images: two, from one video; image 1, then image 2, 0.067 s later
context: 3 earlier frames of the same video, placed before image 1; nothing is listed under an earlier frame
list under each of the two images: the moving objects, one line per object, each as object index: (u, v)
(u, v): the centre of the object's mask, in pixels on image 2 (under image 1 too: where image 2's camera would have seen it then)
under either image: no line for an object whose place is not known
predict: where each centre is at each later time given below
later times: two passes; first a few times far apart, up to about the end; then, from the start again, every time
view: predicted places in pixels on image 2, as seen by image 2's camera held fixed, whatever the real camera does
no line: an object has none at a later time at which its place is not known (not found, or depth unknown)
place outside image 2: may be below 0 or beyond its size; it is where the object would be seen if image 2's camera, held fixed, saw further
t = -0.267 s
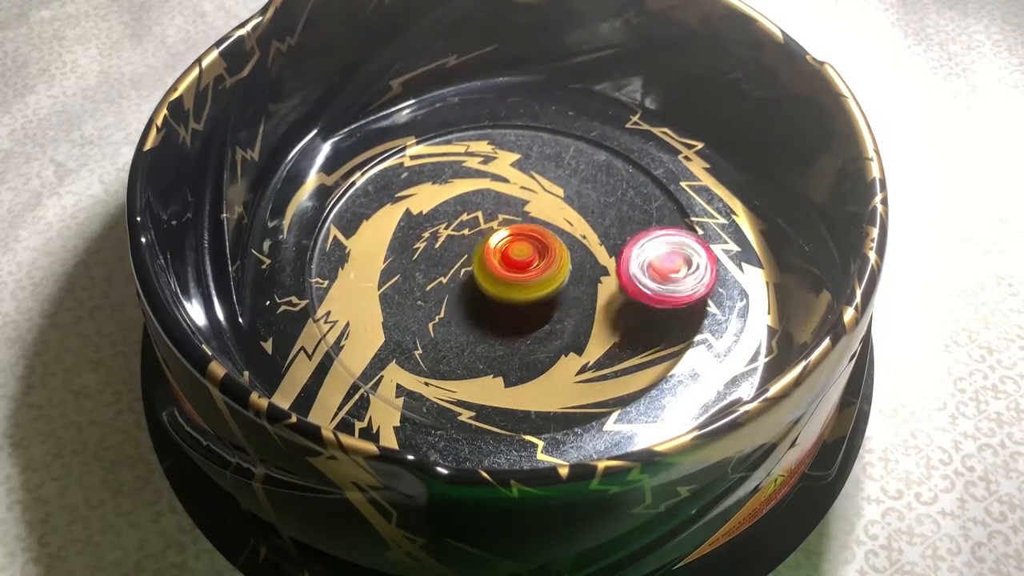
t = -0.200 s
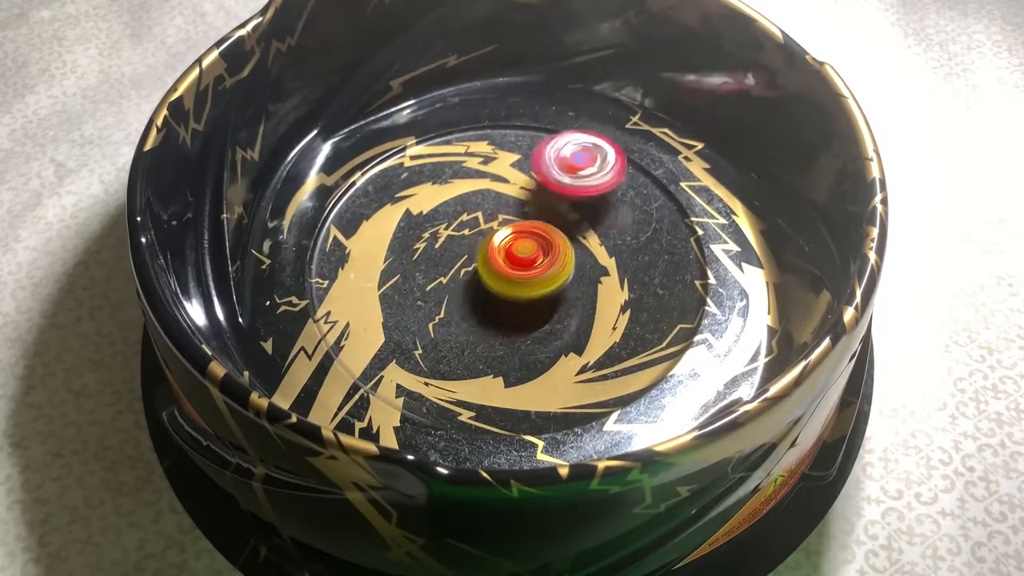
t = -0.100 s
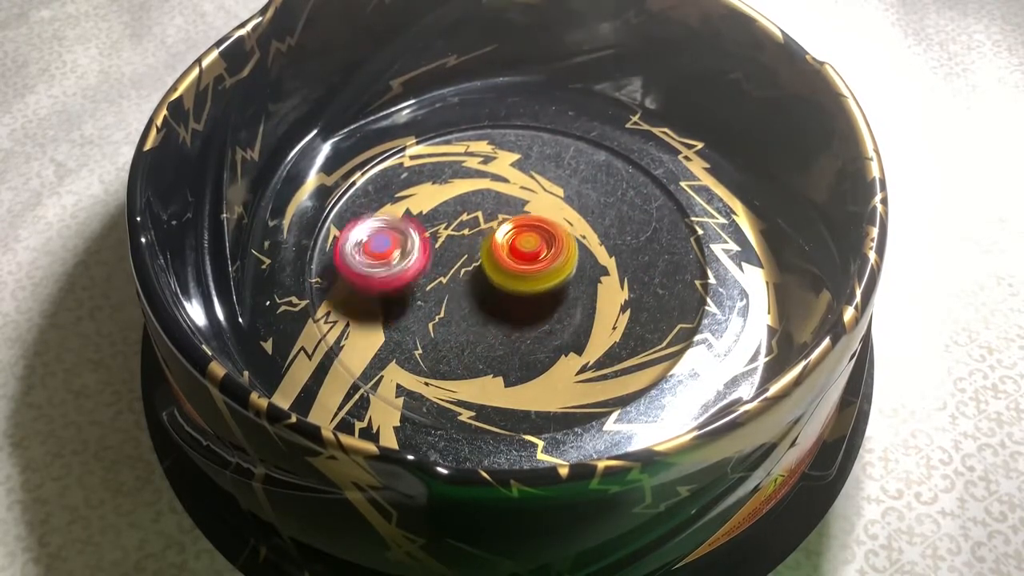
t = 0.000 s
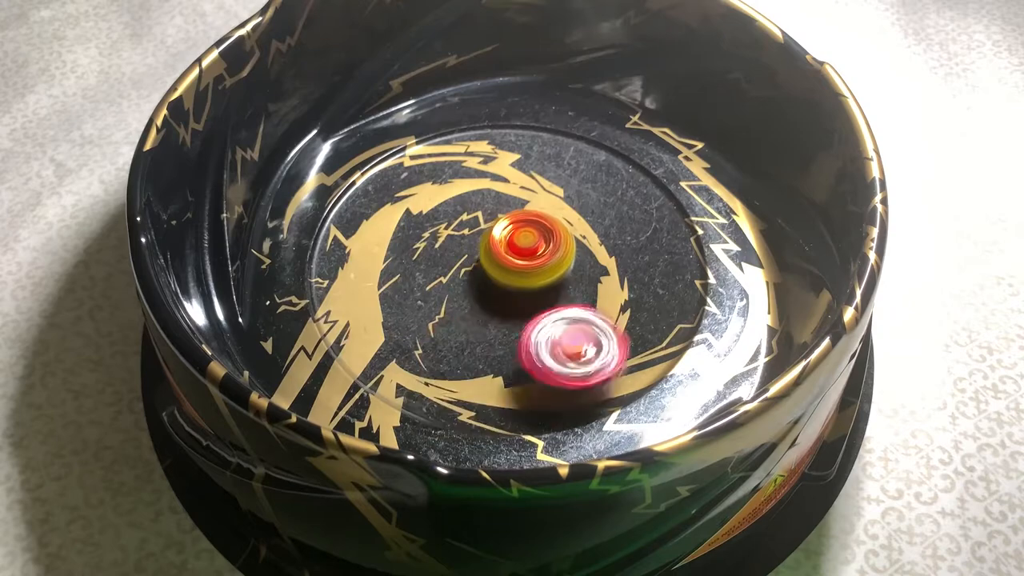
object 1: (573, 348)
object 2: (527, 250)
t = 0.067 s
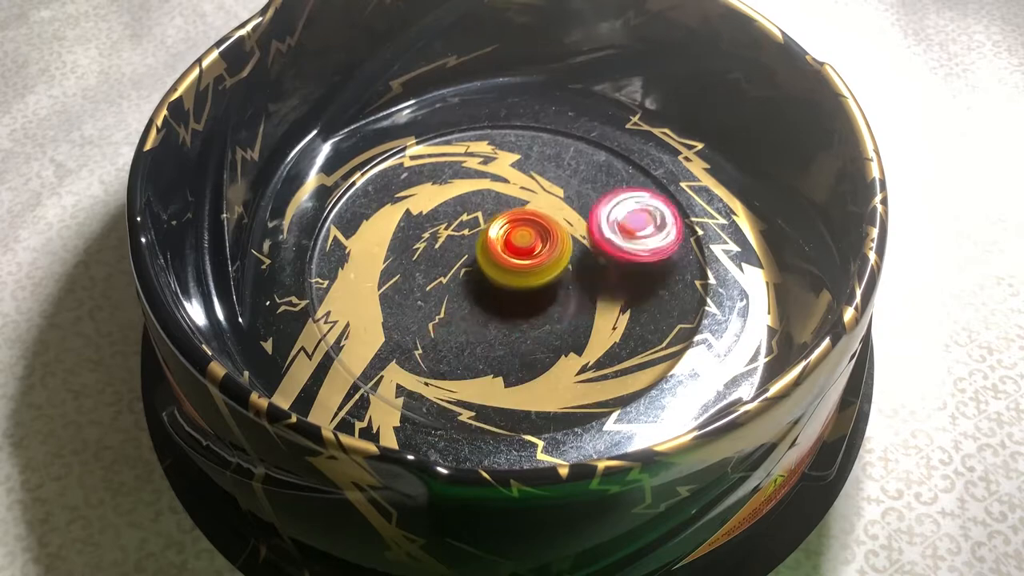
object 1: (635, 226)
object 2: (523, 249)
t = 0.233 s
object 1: (386, 275)
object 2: (509, 254)
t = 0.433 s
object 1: (573, 154)
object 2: (506, 265)
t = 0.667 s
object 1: (641, 296)
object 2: (524, 261)
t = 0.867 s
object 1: (391, 283)
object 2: (530, 255)
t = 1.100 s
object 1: (498, 157)
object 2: (512, 251)
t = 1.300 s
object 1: (618, 298)
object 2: (505, 261)
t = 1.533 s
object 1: (418, 287)
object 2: (521, 265)
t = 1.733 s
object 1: (650, 215)
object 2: (492, 251)
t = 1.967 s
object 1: (671, 247)
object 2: (290, 237)
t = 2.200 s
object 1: (670, 253)
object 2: (277, 258)
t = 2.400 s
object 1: (575, 280)
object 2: (274, 264)
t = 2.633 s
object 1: (447, 321)
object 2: (299, 284)
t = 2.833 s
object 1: (509, 349)
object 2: (288, 239)
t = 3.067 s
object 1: (563, 276)
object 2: (449, 214)
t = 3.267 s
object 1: (696, 283)
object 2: (470, 93)
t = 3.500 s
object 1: (634, 262)
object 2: (537, 118)
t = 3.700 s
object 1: (560, 305)
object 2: (573, 206)
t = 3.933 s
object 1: (453, 313)
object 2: (553, 255)
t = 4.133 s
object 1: (392, 282)
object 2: (532, 265)
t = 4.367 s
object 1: (422, 229)
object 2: (515, 272)
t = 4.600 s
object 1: (502, 190)
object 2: (510, 275)
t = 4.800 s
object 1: (574, 184)
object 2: (512, 275)
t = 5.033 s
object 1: (620, 217)
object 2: (516, 271)
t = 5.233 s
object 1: (657, 264)
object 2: (476, 266)
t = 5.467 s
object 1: (630, 293)
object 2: (461, 254)
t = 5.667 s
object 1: (556, 296)
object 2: (464, 248)
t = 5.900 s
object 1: (550, 284)
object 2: (433, 209)
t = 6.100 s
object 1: (541, 248)
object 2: (434, 203)
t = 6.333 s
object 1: (567, 245)
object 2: (436, 202)
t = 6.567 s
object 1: (545, 254)
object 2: (465, 215)
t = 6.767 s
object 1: (544, 275)
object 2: (476, 219)
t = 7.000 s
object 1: (533, 289)
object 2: (493, 219)
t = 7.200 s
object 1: (520, 298)
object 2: (501, 203)
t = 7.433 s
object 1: (505, 290)
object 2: (510, 189)
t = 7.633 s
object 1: (508, 297)
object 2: (510, 189)
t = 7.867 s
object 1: (527, 276)
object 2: (511, 201)
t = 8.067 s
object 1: (566, 316)
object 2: (496, 187)
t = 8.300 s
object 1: (567, 335)
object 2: (498, 192)
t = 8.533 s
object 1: (528, 315)
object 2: (523, 216)
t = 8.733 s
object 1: (457, 300)
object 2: (542, 229)
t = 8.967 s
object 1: (451, 306)
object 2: (554, 236)
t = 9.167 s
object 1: (463, 301)
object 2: (553, 240)
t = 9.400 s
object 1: (500, 309)
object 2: (543, 245)
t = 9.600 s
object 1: (499, 313)
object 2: (535, 241)
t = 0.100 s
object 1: (589, 173)
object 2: (522, 249)
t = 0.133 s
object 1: (518, 150)
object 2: (519, 250)
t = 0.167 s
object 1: (443, 161)
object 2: (516, 252)
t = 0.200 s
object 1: (389, 206)
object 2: (513, 253)
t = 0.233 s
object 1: (386, 275)
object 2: (509, 254)
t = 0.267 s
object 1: (443, 330)
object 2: (507, 255)
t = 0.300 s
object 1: (535, 341)
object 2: (505, 257)
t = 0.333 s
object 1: (617, 308)
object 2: (504, 259)
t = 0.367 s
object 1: (653, 248)
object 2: (503, 261)
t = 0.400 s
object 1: (633, 188)
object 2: (504, 263)
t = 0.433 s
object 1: (573, 154)
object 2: (506, 265)
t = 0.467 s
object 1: (499, 154)
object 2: (509, 266)
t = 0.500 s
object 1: (433, 189)
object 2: (512, 267)
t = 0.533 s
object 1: (401, 248)
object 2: (515, 267)
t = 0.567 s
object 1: (422, 312)
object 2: (519, 266)
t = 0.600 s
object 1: (492, 350)
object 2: (521, 264)
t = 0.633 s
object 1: (581, 344)
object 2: (523, 262)
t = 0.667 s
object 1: (641, 296)
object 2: (524, 261)
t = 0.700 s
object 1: (645, 234)
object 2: (525, 259)
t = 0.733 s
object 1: (601, 186)
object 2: (528, 259)
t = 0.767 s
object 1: (530, 167)
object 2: (530, 258)
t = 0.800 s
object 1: (454, 180)
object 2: (531, 258)
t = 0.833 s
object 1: (401, 221)
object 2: (531, 257)
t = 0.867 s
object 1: (391, 283)
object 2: (530, 255)
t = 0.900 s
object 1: (436, 335)
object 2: (529, 254)
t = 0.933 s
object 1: (520, 348)
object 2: (526, 253)
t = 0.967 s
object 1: (596, 317)
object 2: (524, 252)
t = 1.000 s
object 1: (629, 261)
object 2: (522, 251)
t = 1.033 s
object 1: (614, 204)
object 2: (519, 251)
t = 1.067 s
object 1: (563, 165)
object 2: (516, 251)
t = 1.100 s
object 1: (498, 157)
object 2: (512, 251)
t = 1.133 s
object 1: (434, 181)
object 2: (510, 253)
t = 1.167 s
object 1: (401, 231)
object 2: (508, 254)
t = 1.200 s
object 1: (415, 289)
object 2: (507, 255)
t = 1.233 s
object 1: (471, 331)
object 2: (506, 256)
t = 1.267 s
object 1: (550, 334)
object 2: (505, 259)
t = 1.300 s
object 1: (618, 298)
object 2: (505, 261)
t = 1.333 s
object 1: (639, 247)
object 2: (505, 262)
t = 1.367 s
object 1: (619, 200)
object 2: (507, 264)
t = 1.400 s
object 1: (570, 171)
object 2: (510, 265)
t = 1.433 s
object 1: (511, 167)
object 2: (513, 265)
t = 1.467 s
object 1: (451, 191)
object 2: (515, 265)
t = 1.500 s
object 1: (417, 235)
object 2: (518, 265)
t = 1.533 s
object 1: (418, 287)
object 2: (521, 265)
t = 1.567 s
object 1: (458, 329)
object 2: (524, 263)
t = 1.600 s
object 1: (522, 339)
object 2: (526, 261)
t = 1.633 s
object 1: (583, 320)
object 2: (526, 259)
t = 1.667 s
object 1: (623, 287)
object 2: (524, 255)
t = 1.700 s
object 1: (630, 252)
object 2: (524, 253)
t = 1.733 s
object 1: (650, 215)
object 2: (492, 251)
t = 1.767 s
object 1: (668, 172)
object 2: (429, 247)
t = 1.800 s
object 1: (621, 158)
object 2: (426, 244)
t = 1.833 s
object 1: (586, 164)
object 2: (426, 241)
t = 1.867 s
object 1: (559, 184)
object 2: (410, 237)
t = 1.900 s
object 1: (531, 223)
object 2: (342, 235)
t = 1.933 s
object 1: (640, 240)
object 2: (315, 237)
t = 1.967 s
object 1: (671, 247)
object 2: (290, 237)
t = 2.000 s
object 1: (678, 250)
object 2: (280, 242)
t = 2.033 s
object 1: (674, 251)
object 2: (274, 245)
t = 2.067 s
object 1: (687, 251)
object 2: (273, 248)
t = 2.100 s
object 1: (687, 252)
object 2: (275, 253)
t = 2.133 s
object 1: (684, 252)
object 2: (277, 258)
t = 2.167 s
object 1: (679, 252)
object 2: (270, 246)
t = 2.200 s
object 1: (670, 253)
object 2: (277, 258)
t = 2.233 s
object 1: (662, 253)
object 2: (269, 249)
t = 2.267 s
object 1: (651, 254)
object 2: (269, 252)
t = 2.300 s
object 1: (636, 258)
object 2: (269, 254)
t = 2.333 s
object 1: (614, 268)
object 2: (270, 257)
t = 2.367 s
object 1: (595, 274)
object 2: (272, 261)
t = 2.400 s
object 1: (575, 280)
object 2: (274, 264)
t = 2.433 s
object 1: (558, 287)
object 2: (277, 267)
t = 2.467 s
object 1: (541, 293)
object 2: (279, 270)
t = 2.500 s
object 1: (522, 300)
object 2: (282, 274)
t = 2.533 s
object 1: (518, 306)
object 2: (285, 277)
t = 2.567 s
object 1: (488, 312)
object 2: (290, 279)
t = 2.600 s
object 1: (464, 316)
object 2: (295, 282)
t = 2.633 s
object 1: (447, 321)
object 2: (299, 284)
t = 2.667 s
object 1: (431, 324)
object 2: (306, 287)
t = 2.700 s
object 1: (417, 326)
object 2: (312, 289)
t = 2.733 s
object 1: (437, 339)
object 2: (295, 276)
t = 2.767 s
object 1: (463, 346)
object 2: (280, 261)
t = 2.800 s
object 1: (489, 350)
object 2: (276, 247)
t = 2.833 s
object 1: (509, 349)
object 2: (288, 239)
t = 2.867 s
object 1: (526, 346)
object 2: (299, 232)
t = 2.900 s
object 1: (539, 339)
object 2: (313, 228)
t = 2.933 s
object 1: (548, 330)
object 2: (335, 227)
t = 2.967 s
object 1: (555, 316)
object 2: (361, 223)
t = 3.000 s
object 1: (560, 303)
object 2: (390, 219)
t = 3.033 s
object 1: (562, 289)
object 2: (420, 216)
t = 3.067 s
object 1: (563, 276)
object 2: (449, 214)
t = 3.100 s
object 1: (562, 262)
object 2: (477, 211)
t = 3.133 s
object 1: (588, 264)
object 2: (484, 194)
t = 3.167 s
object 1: (630, 277)
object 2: (472, 160)
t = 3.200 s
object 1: (662, 284)
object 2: (465, 132)
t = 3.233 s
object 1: (684, 287)
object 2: (466, 107)
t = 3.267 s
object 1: (696, 283)
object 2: (470, 93)
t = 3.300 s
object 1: (695, 275)
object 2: (476, 89)
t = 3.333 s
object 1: (688, 267)
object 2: (480, 81)
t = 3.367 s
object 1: (676, 262)
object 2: (493, 88)
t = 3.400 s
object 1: (665, 257)
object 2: (504, 93)
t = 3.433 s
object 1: (655, 256)
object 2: (513, 99)
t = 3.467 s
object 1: (645, 257)
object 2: (524, 106)
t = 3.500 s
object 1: (634, 262)
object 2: (537, 118)
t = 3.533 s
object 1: (624, 270)
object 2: (548, 132)
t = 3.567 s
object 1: (615, 278)
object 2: (557, 146)
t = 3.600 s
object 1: (601, 288)
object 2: (564, 162)
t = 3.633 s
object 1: (588, 295)
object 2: (568, 177)
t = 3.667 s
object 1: (573, 300)
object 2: (572, 193)
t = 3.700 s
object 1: (560, 305)
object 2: (573, 206)
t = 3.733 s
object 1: (545, 312)
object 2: (573, 219)
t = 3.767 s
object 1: (530, 315)
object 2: (570, 231)
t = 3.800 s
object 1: (515, 317)
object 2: (567, 240)
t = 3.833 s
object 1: (500, 318)
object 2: (564, 247)
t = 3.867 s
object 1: (484, 319)
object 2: (560, 251)
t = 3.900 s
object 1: (468, 316)
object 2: (557, 253)
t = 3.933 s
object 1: (453, 313)
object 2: (553, 255)
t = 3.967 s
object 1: (438, 310)
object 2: (549, 257)
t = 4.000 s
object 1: (425, 305)
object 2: (546, 259)
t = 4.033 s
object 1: (414, 300)
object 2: (542, 261)
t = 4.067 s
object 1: (404, 294)
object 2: (539, 263)
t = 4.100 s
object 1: (397, 289)
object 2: (535, 264)
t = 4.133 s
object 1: (392, 282)
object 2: (532, 265)
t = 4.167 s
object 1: (391, 272)
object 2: (527, 267)
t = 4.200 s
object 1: (391, 265)
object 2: (524, 268)
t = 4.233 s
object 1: (394, 259)
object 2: (522, 269)
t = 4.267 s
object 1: (399, 251)
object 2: (520, 270)
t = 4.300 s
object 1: (406, 245)
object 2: (518, 271)
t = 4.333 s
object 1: (413, 237)
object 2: (516, 271)
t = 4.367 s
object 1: (422, 229)
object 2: (515, 272)
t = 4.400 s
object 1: (432, 222)
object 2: (514, 273)
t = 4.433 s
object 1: (442, 215)
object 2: (512, 274)
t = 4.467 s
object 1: (453, 208)
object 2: (512, 274)
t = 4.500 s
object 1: (464, 203)
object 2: (511, 275)
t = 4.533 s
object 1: (476, 198)
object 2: (511, 275)
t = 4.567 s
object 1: (488, 195)
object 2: (510, 275)
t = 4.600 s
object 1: (502, 190)
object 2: (510, 275)
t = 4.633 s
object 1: (513, 188)
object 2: (510, 275)
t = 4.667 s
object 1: (527, 185)
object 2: (511, 276)
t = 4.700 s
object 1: (539, 183)
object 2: (511, 276)
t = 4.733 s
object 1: (551, 182)
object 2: (511, 276)
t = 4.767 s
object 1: (562, 182)
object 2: (512, 276)
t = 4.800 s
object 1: (574, 184)
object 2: (512, 275)
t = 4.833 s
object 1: (583, 187)
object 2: (512, 275)
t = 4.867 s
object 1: (593, 189)
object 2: (513, 275)
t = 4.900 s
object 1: (600, 193)
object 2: (513, 274)
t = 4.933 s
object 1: (607, 198)
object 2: (514, 274)
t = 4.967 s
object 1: (613, 203)
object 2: (514, 273)
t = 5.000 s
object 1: (617, 210)
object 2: (516, 272)
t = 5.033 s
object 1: (620, 217)
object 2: (516, 271)
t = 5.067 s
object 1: (620, 224)
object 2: (518, 271)
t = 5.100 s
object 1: (620, 233)
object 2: (518, 270)
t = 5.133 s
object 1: (618, 242)
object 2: (519, 269)
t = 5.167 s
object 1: (623, 251)
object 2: (515, 269)
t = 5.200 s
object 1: (645, 257)
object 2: (493, 268)
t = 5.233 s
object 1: (657, 264)
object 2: (476, 266)
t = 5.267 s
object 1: (662, 271)
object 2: (465, 265)
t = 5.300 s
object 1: (663, 274)
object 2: (461, 263)
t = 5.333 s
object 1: (662, 279)
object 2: (459, 262)
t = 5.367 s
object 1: (657, 283)
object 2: (459, 260)
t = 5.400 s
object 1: (652, 286)
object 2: (460, 258)
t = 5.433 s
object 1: (641, 290)
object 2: (461, 256)
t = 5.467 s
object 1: (630, 293)
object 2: (461, 254)
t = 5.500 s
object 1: (620, 295)
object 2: (462, 253)
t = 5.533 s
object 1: (606, 298)
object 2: (462, 251)
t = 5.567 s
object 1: (591, 298)
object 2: (463, 250)
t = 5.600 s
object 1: (577, 299)
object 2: (463, 249)
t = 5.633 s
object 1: (566, 296)
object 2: (464, 248)
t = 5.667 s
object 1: (556, 296)
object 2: (464, 248)
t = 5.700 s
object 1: (548, 291)
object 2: (465, 247)
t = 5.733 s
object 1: (555, 297)
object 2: (454, 236)
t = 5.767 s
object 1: (559, 301)
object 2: (442, 224)
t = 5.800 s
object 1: (558, 300)
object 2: (435, 215)
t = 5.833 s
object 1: (556, 296)
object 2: (432, 210)
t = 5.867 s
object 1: (552, 291)
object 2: (432, 209)
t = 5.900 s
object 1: (550, 284)
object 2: (433, 209)
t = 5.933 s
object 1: (547, 277)
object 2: (435, 209)
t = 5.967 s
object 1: (542, 269)
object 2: (436, 209)
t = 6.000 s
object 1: (539, 260)
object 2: (439, 209)
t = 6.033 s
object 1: (534, 255)
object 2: (441, 210)
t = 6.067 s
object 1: (528, 247)
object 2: (443, 210)
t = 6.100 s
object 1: (541, 248)
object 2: (434, 203)
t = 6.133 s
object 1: (550, 250)
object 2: (425, 199)
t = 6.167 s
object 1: (554, 248)
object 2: (423, 198)
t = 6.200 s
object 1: (560, 245)
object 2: (425, 198)
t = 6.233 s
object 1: (564, 245)
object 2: (427, 199)
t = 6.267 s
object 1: (567, 244)
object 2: (430, 200)
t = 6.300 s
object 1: (568, 244)
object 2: (433, 201)
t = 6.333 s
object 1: (567, 245)
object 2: (436, 202)
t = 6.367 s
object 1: (566, 245)
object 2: (439, 204)
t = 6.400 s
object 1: (565, 246)
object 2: (443, 205)
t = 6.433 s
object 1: (564, 247)
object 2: (447, 207)
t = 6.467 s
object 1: (560, 248)
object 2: (451, 208)
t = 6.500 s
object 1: (556, 249)
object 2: (456, 210)
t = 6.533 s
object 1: (551, 253)
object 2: (461, 213)
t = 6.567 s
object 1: (545, 254)
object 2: (465, 215)
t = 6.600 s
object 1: (549, 261)
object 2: (463, 213)
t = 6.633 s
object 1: (550, 266)
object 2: (462, 214)
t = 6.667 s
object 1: (549, 267)
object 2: (465, 215)
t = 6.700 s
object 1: (547, 269)
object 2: (469, 217)
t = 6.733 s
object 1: (545, 272)
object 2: (474, 219)
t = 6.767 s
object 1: (544, 275)
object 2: (476, 219)
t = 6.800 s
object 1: (546, 281)
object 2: (475, 216)
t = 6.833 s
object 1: (547, 285)
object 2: (476, 216)
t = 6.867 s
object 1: (545, 287)
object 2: (478, 216)
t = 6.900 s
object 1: (542, 288)
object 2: (482, 217)
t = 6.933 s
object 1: (540, 289)
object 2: (486, 218)
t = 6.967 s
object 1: (537, 289)
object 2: (490, 219)
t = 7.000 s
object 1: (533, 289)
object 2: (493, 219)
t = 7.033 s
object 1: (531, 288)
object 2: (496, 218)
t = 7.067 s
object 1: (531, 295)
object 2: (495, 209)
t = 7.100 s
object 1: (528, 299)
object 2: (497, 205)
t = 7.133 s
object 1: (524, 299)
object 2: (498, 203)
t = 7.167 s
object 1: (523, 297)
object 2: (499, 203)
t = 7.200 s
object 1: (520, 298)
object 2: (501, 203)
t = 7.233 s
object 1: (517, 295)
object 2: (503, 203)
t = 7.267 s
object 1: (515, 292)
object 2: (505, 204)
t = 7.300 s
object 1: (513, 289)
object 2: (507, 204)
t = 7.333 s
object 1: (509, 285)
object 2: (508, 204)
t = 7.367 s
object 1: (507, 280)
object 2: (509, 204)
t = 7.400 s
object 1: (506, 283)
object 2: (510, 200)
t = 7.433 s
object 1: (505, 290)
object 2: (510, 189)
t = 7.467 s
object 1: (504, 293)
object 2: (509, 185)
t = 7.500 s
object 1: (502, 294)
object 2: (509, 184)
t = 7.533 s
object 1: (504, 295)
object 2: (509, 185)
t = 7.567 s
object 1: (506, 296)
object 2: (509, 186)
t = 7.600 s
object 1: (507, 296)
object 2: (510, 187)
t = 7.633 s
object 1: (508, 297)
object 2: (510, 189)
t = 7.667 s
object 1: (510, 295)
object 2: (511, 191)
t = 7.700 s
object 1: (512, 293)
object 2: (511, 193)
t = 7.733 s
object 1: (516, 291)
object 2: (511, 195)
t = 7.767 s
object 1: (517, 287)
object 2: (511, 198)
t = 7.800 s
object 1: (520, 282)
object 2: (511, 199)
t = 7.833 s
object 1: (524, 280)
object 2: (511, 200)
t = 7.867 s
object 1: (527, 276)
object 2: (511, 201)
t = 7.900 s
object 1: (531, 277)
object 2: (510, 201)
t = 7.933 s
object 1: (536, 275)
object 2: (508, 202)
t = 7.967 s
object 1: (539, 275)
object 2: (507, 204)
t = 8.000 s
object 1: (541, 276)
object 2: (507, 206)
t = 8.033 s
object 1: (553, 293)
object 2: (503, 198)
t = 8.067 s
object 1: (566, 316)
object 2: (496, 187)
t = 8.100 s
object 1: (570, 327)
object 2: (491, 178)
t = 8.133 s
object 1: (570, 333)
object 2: (488, 176)
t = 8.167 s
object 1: (569, 337)
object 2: (488, 177)
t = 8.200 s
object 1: (568, 337)
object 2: (489, 181)
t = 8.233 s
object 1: (567, 340)
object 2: (492, 184)
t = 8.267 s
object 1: (567, 342)
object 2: (495, 189)
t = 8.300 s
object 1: (567, 335)
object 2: (498, 192)
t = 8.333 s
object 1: (568, 341)
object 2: (501, 196)
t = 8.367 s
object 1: (566, 339)
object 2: (504, 199)
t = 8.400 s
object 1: (562, 335)
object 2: (508, 203)
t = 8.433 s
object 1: (556, 331)
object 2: (512, 206)
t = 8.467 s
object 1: (547, 326)
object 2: (516, 209)
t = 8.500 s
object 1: (539, 321)
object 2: (519, 213)
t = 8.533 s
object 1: (528, 315)
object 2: (523, 216)
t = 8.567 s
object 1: (516, 309)
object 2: (526, 219)
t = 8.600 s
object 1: (502, 303)
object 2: (529, 222)
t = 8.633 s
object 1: (488, 299)
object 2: (533, 224)
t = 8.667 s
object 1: (474, 297)
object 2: (536, 226)
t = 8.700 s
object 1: (464, 297)
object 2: (539, 227)
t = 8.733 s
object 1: (457, 300)
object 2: (542, 229)
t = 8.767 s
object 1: (453, 303)
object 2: (544, 230)
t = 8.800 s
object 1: (450, 305)
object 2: (547, 232)
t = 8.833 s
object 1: (449, 306)
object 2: (548, 233)
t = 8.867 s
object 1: (449, 307)
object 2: (550, 234)
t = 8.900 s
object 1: (449, 307)
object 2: (552, 235)
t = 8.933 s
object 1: (450, 306)
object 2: (553, 236)
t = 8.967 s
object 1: (451, 306)
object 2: (554, 236)
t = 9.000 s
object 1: (452, 305)
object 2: (554, 237)
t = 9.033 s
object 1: (453, 305)
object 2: (554, 238)
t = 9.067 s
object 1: (454, 304)
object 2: (554, 238)
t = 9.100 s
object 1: (456, 303)
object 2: (554, 239)
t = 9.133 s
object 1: (459, 302)
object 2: (553, 239)
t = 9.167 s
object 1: (463, 301)
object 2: (553, 240)
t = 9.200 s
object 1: (469, 300)
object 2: (552, 241)
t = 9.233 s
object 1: (476, 300)
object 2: (551, 242)
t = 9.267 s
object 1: (483, 300)
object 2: (550, 243)
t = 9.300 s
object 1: (489, 302)
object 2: (549, 243)
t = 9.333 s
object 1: (494, 304)
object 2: (547, 244)
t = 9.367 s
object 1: (497, 307)
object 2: (545, 245)
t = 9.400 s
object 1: (500, 309)
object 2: (543, 245)
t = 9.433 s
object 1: (500, 311)
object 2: (542, 245)
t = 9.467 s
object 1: (501, 312)
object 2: (540, 245)
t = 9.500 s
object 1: (501, 312)
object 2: (538, 246)
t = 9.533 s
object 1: (499, 313)
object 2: (537, 245)
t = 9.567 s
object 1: (499, 314)
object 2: (536, 242)
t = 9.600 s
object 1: (499, 313)
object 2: (535, 241)
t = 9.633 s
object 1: (499, 313)
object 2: (532, 242)
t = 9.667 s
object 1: (499, 313)
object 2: (530, 243)
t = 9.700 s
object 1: (499, 313)
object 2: (528, 244)
